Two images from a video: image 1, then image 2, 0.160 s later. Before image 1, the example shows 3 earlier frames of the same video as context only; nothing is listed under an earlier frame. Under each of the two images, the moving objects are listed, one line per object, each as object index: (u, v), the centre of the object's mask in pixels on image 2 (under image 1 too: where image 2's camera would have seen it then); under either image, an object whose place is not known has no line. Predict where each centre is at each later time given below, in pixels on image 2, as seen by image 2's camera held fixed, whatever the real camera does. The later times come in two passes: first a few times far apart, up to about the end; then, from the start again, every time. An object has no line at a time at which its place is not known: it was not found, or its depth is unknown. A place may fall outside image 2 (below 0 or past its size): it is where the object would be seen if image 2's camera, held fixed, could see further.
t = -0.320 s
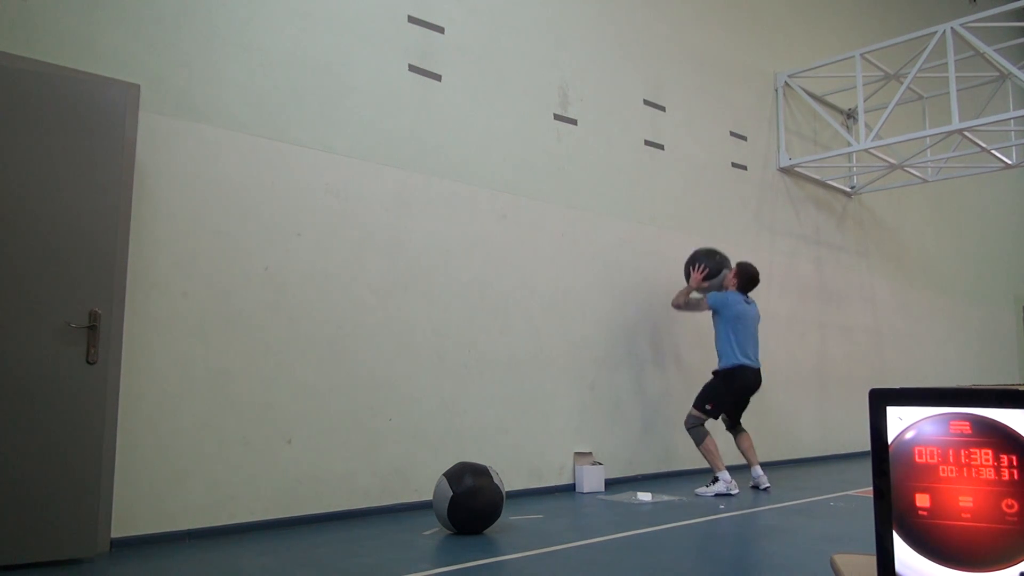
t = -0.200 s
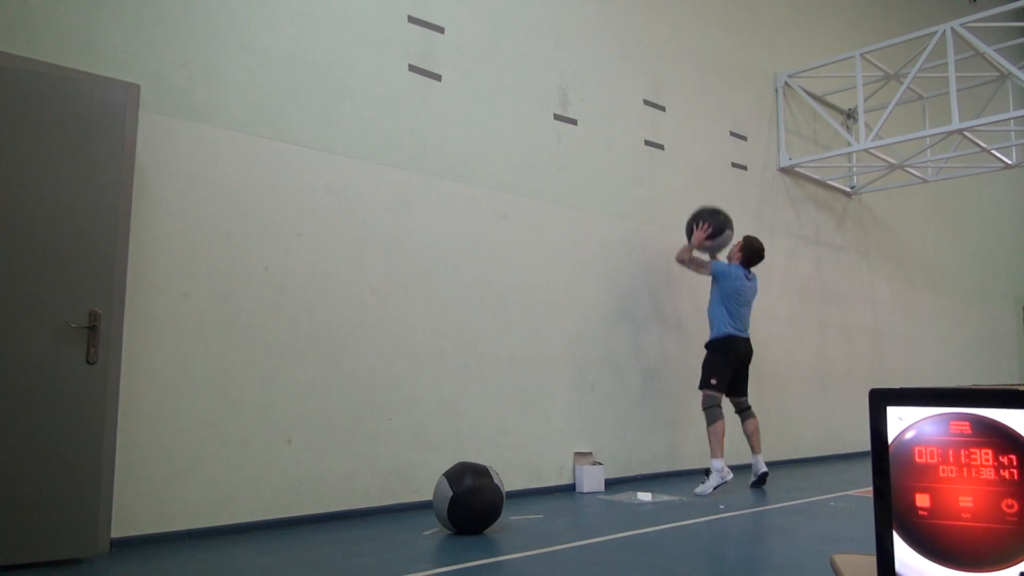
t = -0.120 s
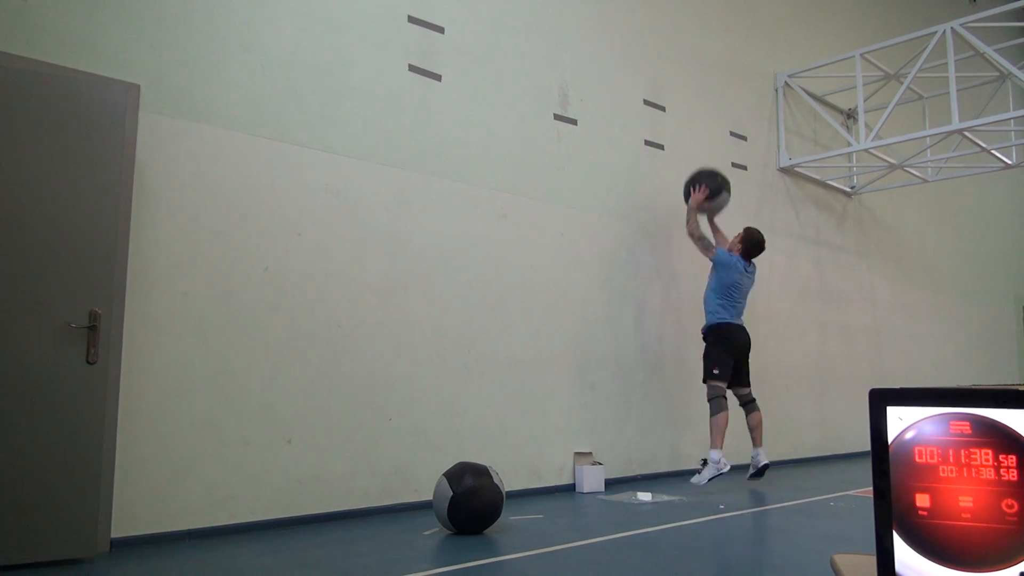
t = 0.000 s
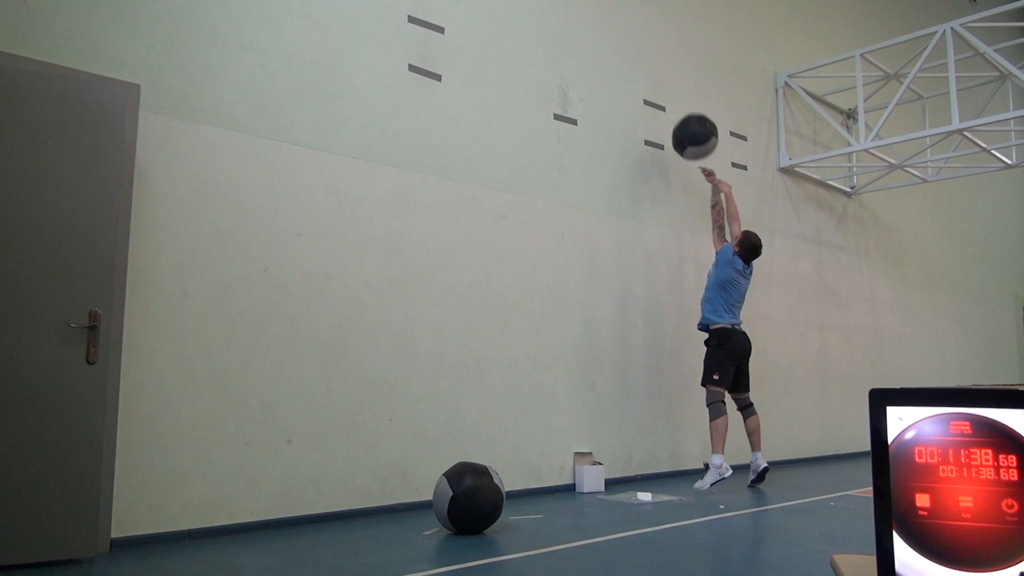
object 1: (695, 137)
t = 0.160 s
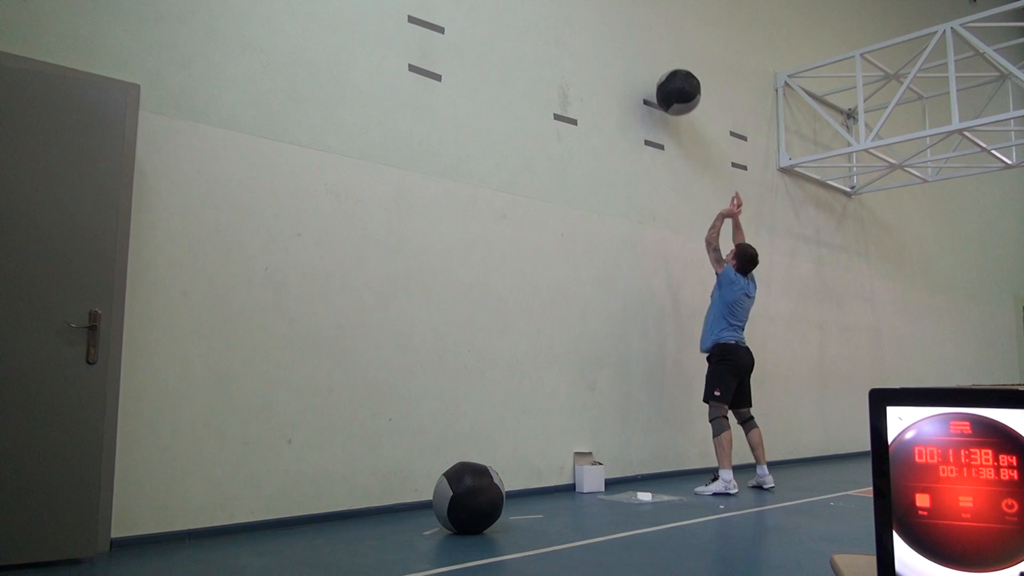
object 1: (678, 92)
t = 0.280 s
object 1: (666, 79)
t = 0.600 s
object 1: (682, 116)
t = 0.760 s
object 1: (693, 183)
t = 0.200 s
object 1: (674, 86)
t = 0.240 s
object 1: (670, 82)
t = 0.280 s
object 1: (666, 79)
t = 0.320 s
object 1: (664, 79)
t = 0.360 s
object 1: (666, 79)
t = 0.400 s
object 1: (669, 80)
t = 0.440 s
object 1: (671, 83)
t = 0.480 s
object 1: (674, 89)
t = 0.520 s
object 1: (677, 96)
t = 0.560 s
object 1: (679, 105)
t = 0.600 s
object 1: (682, 116)
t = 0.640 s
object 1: (685, 130)
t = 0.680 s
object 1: (687, 145)
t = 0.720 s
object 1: (690, 163)
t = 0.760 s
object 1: (693, 183)
